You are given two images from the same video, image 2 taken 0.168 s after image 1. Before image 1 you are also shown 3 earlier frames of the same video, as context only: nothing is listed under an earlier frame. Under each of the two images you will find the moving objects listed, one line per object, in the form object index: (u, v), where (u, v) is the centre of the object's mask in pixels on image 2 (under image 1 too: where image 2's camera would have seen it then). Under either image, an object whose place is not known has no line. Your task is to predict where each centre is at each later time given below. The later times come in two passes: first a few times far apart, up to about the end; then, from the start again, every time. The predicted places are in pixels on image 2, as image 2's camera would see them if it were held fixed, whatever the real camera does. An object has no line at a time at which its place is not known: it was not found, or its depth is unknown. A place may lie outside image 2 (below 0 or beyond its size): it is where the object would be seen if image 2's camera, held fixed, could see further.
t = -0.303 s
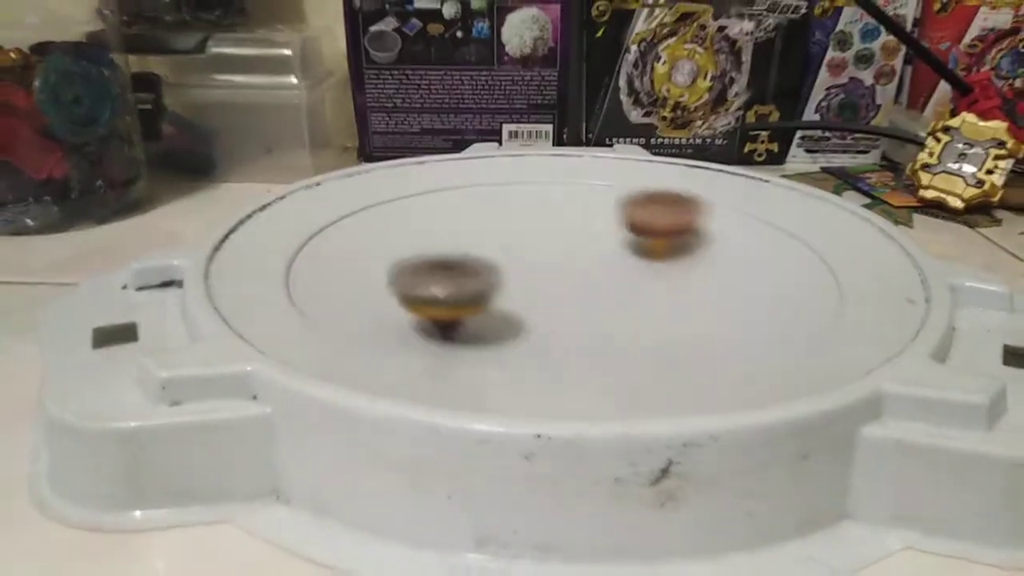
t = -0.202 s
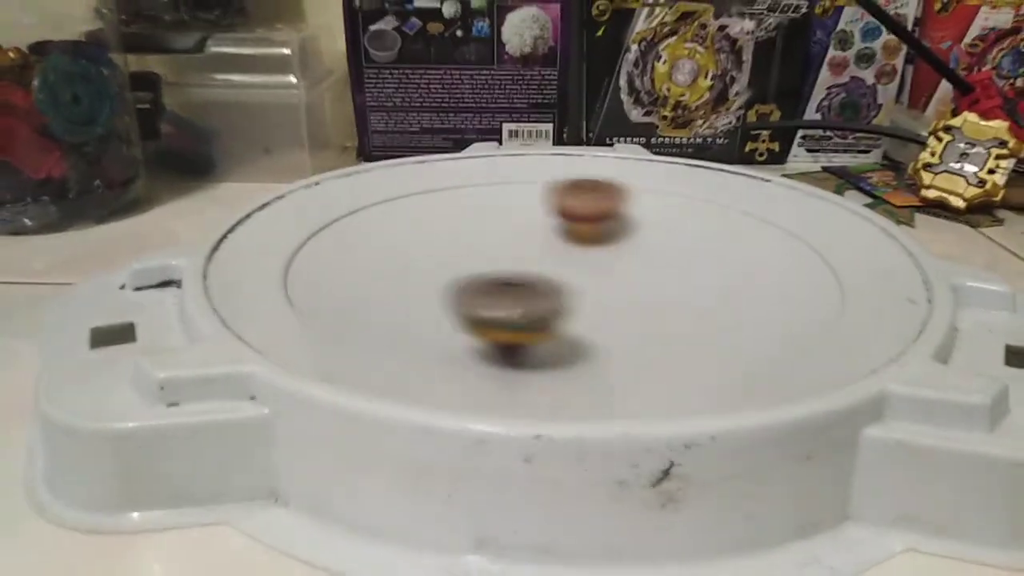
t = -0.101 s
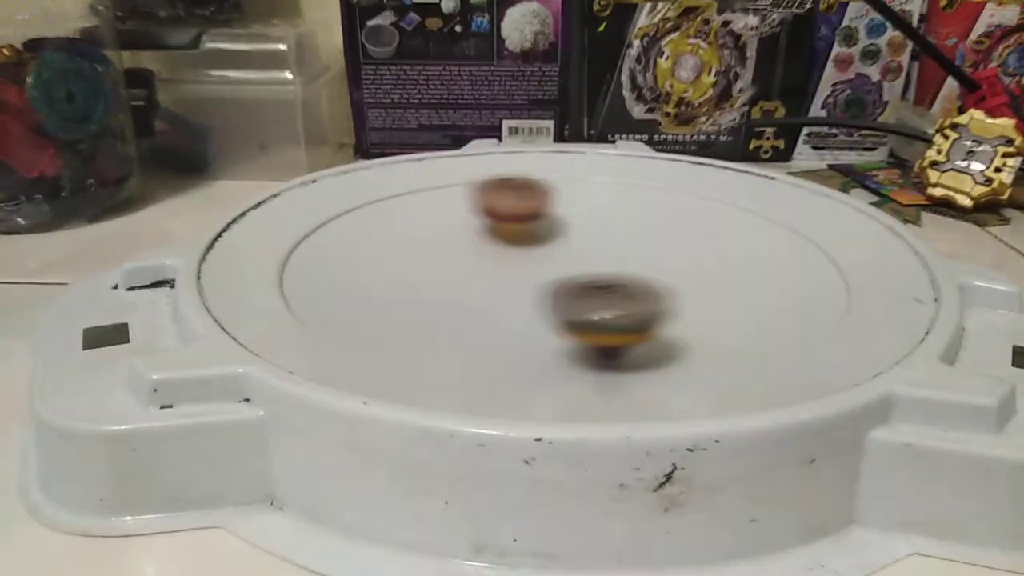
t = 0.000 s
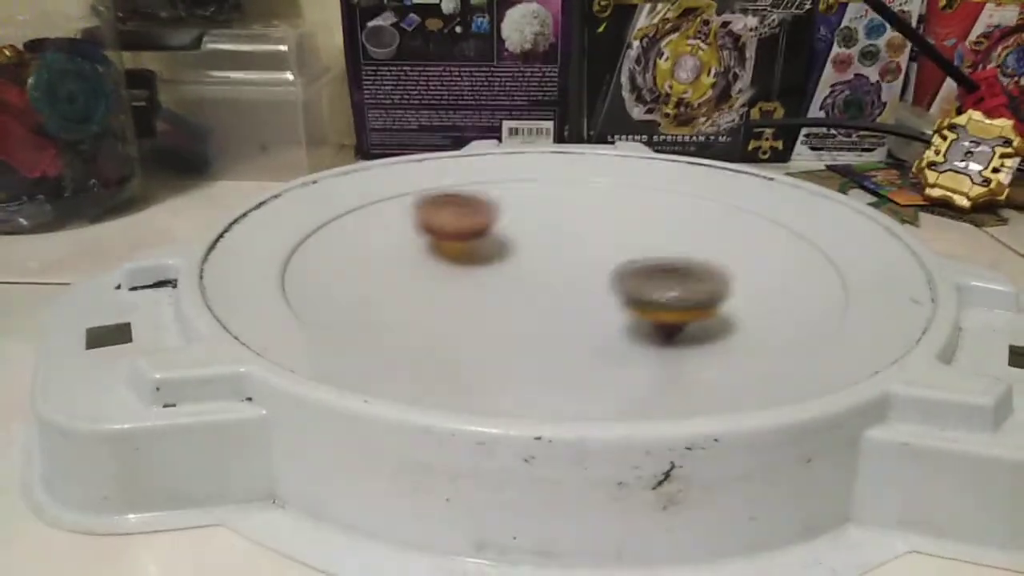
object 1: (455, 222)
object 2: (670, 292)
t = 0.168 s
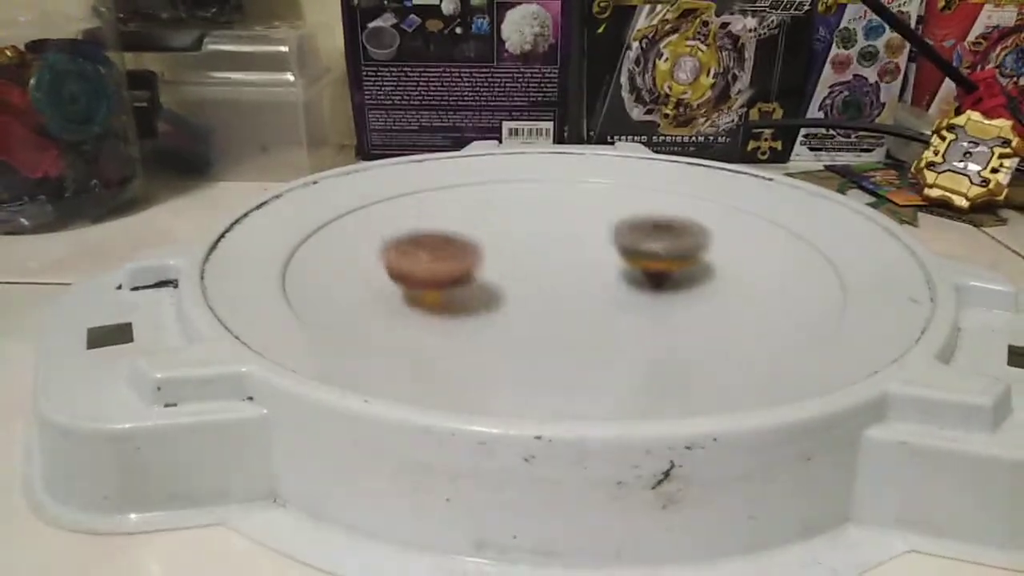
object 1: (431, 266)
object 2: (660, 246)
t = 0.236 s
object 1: (459, 284)
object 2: (628, 230)
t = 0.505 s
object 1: (661, 287)
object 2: (462, 206)
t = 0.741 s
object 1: (653, 228)
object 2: (411, 257)
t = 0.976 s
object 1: (512, 215)
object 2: (599, 289)
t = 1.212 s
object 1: (450, 263)
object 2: (697, 231)
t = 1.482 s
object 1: (613, 297)
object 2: (574, 198)
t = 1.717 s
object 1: (674, 250)
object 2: (470, 243)
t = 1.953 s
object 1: (568, 219)
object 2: (535, 299)
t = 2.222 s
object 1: (458, 249)
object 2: (703, 272)
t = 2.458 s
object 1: (521, 290)
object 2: (613, 229)
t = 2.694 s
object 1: (638, 280)
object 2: (467, 218)
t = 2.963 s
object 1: (614, 233)
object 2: (417, 266)
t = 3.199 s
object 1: (514, 227)
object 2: (590, 288)
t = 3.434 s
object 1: (471, 259)
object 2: (667, 235)
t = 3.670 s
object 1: (560, 288)
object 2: (583, 199)
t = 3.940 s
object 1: (638, 258)
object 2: (474, 237)
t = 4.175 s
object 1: (588, 230)
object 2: (534, 291)
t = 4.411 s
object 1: (511, 236)
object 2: (683, 282)
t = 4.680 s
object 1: (501, 273)
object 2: (617, 234)
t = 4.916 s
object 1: (583, 287)
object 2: (484, 228)
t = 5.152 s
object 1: (633, 266)
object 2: (425, 261)
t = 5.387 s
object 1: (599, 231)
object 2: (564, 286)
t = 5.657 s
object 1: (513, 235)
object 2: (640, 237)
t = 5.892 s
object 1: (486, 261)
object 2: (563, 206)
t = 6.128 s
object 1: (538, 282)
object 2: (483, 238)
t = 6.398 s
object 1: (672, 289)
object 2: (522, 272)
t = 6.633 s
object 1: (809, 260)
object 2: (508, 246)
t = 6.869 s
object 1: (765, 250)
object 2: (442, 209)
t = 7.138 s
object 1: (603, 263)
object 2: (458, 220)
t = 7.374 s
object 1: (559, 275)
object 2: (493, 215)
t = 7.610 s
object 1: (514, 265)
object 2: (560, 218)
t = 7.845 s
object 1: (502, 254)
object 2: (621, 230)
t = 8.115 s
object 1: (530, 246)
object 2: (637, 254)
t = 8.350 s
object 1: (560, 234)
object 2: (622, 278)
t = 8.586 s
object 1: (555, 216)
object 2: (612, 301)
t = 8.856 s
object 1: (545, 229)
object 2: (546, 284)
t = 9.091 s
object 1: (572, 243)
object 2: (466, 278)
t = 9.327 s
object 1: (594, 252)
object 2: (462, 260)
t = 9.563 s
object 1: (596, 266)
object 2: (504, 237)
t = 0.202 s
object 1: (443, 276)
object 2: (645, 237)
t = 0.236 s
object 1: (459, 284)
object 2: (628, 230)
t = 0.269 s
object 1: (482, 292)
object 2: (609, 224)
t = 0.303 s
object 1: (507, 298)
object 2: (588, 219)
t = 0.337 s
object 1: (534, 302)
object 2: (567, 213)
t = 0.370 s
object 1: (565, 304)
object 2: (546, 209)
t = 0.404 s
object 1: (593, 303)
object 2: (524, 207)
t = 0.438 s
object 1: (620, 300)
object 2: (503, 205)
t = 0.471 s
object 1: (644, 294)
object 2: (482, 205)
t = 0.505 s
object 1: (661, 287)
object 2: (462, 206)
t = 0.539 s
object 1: (676, 279)
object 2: (445, 209)
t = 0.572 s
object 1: (686, 271)
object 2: (428, 213)
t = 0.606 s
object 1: (687, 260)
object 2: (414, 219)
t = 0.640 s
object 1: (686, 252)
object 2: (406, 227)
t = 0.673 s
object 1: (678, 242)
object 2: (401, 236)
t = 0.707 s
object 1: (668, 235)
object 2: (403, 245)
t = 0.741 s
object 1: (653, 228)
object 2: (411, 257)
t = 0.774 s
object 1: (633, 221)
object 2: (427, 267)
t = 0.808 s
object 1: (615, 218)
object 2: (447, 275)
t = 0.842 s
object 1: (596, 215)
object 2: (476, 283)
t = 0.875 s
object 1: (575, 213)
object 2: (504, 287)
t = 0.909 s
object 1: (555, 213)
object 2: (536, 292)
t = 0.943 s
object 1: (533, 212)
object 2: (570, 292)
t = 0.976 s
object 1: (512, 215)
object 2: (599, 289)
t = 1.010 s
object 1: (495, 219)
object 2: (627, 285)
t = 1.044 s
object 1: (479, 223)
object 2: (650, 276)
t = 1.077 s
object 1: (466, 230)
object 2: (668, 269)
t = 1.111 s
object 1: (456, 237)
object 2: (683, 260)
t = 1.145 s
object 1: (450, 245)
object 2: (692, 250)
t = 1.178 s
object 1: (447, 254)
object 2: (697, 241)
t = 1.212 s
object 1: (450, 263)
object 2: (697, 231)
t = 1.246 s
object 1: (458, 271)
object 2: (692, 222)
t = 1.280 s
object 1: (471, 279)
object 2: (683, 214)
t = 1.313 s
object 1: (489, 287)
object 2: (670, 207)
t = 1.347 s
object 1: (509, 293)
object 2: (653, 201)
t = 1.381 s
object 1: (534, 297)
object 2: (636, 198)
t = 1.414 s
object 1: (560, 299)
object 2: (616, 196)
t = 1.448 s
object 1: (587, 300)
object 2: (594, 196)
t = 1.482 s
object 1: (613, 297)
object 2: (574, 198)
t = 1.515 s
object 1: (634, 293)
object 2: (552, 199)
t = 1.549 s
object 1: (653, 288)
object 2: (534, 204)
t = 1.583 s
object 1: (667, 281)
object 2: (515, 210)
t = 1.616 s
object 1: (675, 273)
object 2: (498, 216)
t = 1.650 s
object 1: (679, 264)
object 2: (487, 225)
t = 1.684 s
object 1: (678, 256)
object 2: (478, 233)
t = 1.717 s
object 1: (674, 250)
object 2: (470, 243)
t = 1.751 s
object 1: (665, 242)
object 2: (467, 252)
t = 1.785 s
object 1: (654, 235)
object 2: (468, 261)
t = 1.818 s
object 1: (640, 229)
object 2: (472, 269)
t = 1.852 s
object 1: (623, 225)
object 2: (481, 278)
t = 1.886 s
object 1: (604, 220)
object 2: (494, 285)
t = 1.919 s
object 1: (588, 220)
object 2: (512, 292)
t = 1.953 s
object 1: (568, 219)
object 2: (535, 299)
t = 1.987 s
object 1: (548, 219)
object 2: (559, 304)
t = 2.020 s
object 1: (528, 218)
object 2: (587, 305)
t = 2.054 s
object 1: (510, 221)
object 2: (616, 303)
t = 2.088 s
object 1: (495, 225)
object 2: (642, 300)
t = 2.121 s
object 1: (481, 230)
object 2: (667, 295)
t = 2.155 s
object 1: (471, 236)
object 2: (685, 289)
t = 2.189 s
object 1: (463, 242)
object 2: (697, 281)
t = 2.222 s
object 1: (458, 249)
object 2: (703, 272)
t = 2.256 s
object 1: (457, 257)
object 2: (703, 264)
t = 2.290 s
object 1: (459, 264)
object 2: (697, 256)
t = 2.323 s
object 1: (466, 270)
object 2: (686, 249)
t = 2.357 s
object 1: (476, 277)
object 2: (671, 242)
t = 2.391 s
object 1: (489, 282)
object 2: (653, 236)
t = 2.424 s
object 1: (503, 287)
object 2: (632, 232)
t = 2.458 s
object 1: (521, 290)
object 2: (613, 229)
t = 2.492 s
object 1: (539, 292)
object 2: (592, 223)
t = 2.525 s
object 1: (558, 292)
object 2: (569, 219)
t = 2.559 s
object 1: (577, 293)
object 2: (547, 218)
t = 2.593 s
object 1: (595, 292)
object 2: (526, 218)
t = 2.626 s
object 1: (611, 289)
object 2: (505, 216)
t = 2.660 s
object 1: (627, 286)
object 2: (486, 217)
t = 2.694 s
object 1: (638, 280)
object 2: (467, 218)
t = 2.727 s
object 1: (647, 275)
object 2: (449, 220)
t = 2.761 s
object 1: (653, 269)
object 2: (433, 224)
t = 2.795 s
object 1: (655, 262)
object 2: (420, 228)
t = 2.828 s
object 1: (653, 255)
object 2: (411, 234)
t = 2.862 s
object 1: (647, 248)
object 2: (404, 241)
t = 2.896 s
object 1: (638, 242)
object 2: (402, 248)
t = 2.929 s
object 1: (627, 237)
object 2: (406, 257)
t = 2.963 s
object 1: (614, 233)
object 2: (417, 266)
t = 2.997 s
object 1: (600, 230)
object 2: (433, 275)
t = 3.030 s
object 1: (585, 227)
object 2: (455, 282)
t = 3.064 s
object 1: (569, 225)
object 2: (481, 287)
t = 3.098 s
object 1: (555, 224)
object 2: (508, 291)
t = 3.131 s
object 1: (540, 222)
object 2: (538, 292)
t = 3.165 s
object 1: (525, 223)
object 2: (565, 290)
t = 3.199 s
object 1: (514, 227)
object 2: (590, 288)
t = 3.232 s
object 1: (502, 229)
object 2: (614, 283)
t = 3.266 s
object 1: (493, 233)
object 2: (632, 276)
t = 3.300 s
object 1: (484, 237)
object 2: (647, 268)
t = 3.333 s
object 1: (477, 242)
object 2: (659, 260)
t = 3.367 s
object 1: (472, 247)
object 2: (665, 252)
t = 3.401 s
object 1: (470, 253)
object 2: (668, 243)
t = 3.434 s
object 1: (471, 259)
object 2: (667, 235)
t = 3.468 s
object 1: (475, 265)
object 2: (663, 227)
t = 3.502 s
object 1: (483, 271)
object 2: (655, 219)
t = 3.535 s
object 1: (494, 276)
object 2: (644, 213)
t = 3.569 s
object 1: (508, 280)
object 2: (631, 208)
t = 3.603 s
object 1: (526, 284)
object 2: (617, 203)
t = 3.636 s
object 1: (543, 287)
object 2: (600, 201)
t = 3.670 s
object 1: (560, 288)
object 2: (583, 199)
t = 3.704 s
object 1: (576, 287)
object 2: (563, 199)
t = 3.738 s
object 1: (591, 286)
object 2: (544, 201)
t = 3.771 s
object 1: (605, 283)
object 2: (526, 204)
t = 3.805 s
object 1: (616, 279)
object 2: (509, 208)
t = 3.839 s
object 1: (625, 274)
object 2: (496, 214)
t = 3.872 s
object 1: (632, 269)
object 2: (486, 222)
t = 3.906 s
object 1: (636, 263)
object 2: (478, 229)
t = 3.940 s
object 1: (638, 258)
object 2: (474, 237)
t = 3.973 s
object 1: (637, 252)
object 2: (472, 246)
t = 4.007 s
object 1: (633, 247)
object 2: (473, 255)
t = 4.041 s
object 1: (626, 243)
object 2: (478, 263)
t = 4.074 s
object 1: (618, 239)
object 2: (487, 272)
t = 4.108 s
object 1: (610, 236)
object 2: (500, 280)
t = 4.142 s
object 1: (599, 233)
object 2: (516, 286)
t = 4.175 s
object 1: (588, 230)
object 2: (534, 291)
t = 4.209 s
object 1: (576, 226)
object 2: (556, 295)
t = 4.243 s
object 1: (563, 227)
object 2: (580, 297)
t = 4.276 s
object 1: (551, 229)
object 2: (603, 297)
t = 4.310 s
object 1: (540, 230)
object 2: (629, 295)
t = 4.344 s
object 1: (529, 231)
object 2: (650, 293)
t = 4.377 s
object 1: (519, 233)
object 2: (669, 288)
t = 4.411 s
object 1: (511, 236)
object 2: (683, 282)
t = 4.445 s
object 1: (503, 240)
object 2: (692, 274)
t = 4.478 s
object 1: (497, 244)
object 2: (693, 267)
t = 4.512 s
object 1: (492, 248)
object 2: (689, 260)
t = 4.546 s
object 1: (489, 253)
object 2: (682, 253)
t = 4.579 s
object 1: (488, 258)
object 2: (669, 247)
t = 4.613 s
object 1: (489, 263)
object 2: (653, 242)
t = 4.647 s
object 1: (494, 268)
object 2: (636, 238)
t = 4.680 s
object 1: (501, 273)
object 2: (617, 234)
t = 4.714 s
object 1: (511, 277)
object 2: (597, 232)
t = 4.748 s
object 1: (521, 281)
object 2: (580, 228)
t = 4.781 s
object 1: (533, 283)
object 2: (560, 223)
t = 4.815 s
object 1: (545, 284)
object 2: (539, 222)
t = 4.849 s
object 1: (558, 286)
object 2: (519, 225)
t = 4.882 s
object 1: (572, 287)
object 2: (501, 228)
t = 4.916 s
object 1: (583, 287)
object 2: (484, 228)
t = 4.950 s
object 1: (593, 286)
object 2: (468, 231)
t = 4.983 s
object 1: (604, 284)
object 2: (453, 233)
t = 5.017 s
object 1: (613, 281)
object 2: (441, 236)
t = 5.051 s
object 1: (620, 278)
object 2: (431, 241)
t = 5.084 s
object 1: (625, 274)
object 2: (424, 247)
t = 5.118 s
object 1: (630, 270)
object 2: (422, 254)
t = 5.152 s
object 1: (633, 266)
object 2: (425, 261)
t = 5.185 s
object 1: (633, 261)
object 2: (435, 268)
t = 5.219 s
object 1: (631, 257)
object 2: (449, 275)
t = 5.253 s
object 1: (627, 252)
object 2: (470, 281)
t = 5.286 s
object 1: (621, 248)
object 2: (491, 285)
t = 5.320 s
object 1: (614, 244)
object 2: (515, 287)
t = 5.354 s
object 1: (606, 240)
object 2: (541, 288)
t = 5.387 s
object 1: (599, 231)
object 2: (564, 286)
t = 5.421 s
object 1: (586, 227)
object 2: (586, 282)
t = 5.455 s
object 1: (572, 227)
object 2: (605, 278)
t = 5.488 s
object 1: (561, 230)
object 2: (617, 273)
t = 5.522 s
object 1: (552, 234)
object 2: (628, 266)
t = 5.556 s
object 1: (542, 233)
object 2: (636, 258)
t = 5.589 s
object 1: (532, 232)
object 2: (641, 251)
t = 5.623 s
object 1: (521, 234)
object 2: (642, 244)
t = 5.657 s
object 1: (513, 235)
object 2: (640, 237)
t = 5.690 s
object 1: (505, 238)
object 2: (636, 230)
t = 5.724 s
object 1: (497, 240)
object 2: (628, 223)
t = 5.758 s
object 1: (493, 243)
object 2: (619, 216)
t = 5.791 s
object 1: (488, 246)
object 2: (607, 212)
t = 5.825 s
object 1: (485, 252)
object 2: (594, 209)
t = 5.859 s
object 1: (484, 255)
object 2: (579, 207)
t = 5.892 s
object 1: (486, 261)
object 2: (563, 206)
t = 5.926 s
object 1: (487, 264)
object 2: (546, 207)
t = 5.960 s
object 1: (494, 269)
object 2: (532, 207)
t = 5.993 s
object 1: (499, 271)
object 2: (517, 209)
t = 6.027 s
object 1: (507, 274)
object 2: (505, 214)
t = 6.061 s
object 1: (517, 279)
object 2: (495, 219)
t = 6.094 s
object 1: (528, 280)
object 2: (487, 228)
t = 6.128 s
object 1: (538, 282)
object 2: (483, 238)
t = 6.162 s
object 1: (554, 286)
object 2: (482, 245)
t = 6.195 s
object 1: (576, 292)
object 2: (479, 246)
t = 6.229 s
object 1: (596, 294)
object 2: (479, 249)
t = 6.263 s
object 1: (614, 296)
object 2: (481, 255)
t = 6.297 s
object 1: (631, 298)
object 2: (486, 260)
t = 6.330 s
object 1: (645, 295)
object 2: (494, 265)
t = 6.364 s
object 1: (659, 293)
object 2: (507, 269)
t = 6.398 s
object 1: (672, 289)
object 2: (522, 272)
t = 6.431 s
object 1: (682, 286)
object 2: (541, 274)
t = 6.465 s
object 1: (688, 282)
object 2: (560, 275)
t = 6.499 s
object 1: (695, 279)
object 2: (575, 275)
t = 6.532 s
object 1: (742, 276)
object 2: (556, 268)
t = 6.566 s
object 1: (773, 272)
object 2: (537, 260)
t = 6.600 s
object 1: (794, 266)
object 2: (521, 252)
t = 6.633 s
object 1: (809, 260)
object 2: (508, 246)
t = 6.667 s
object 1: (821, 255)
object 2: (497, 241)
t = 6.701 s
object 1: (831, 251)
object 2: (486, 234)
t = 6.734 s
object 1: (826, 248)
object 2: (475, 229)
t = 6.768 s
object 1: (811, 247)
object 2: (466, 225)
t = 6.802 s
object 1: (795, 248)
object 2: (457, 219)
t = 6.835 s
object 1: (780, 249)
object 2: (449, 213)
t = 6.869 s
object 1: (765, 250)
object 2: (442, 209)
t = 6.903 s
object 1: (747, 252)
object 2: (437, 206)
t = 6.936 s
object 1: (730, 254)
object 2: (432, 203)
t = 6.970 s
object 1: (709, 255)
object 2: (430, 202)
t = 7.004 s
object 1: (689, 258)
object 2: (430, 202)
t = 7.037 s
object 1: (668, 259)
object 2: (433, 204)
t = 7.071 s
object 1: (646, 261)
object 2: (438, 209)
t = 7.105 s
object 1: (625, 263)
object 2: (447, 214)
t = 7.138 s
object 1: (603, 263)
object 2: (458, 220)
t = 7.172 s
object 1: (581, 262)
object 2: (472, 225)
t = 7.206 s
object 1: (568, 263)
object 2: (481, 226)
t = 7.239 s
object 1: (572, 269)
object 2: (480, 222)
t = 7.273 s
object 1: (575, 273)
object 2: (480, 218)
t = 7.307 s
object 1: (573, 274)
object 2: (482, 216)
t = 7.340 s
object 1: (566, 275)
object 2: (487, 215)
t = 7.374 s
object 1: (559, 275)
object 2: (493, 215)
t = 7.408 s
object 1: (551, 273)
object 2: (498, 215)
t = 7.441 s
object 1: (543, 272)
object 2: (505, 213)
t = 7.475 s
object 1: (537, 271)
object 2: (515, 213)
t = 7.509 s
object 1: (533, 269)
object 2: (526, 213)
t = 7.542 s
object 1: (524, 268)
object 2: (537, 214)
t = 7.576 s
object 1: (519, 266)
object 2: (549, 216)
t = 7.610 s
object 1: (514, 265)
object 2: (560, 218)
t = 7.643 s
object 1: (510, 263)
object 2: (571, 221)
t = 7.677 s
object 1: (507, 262)
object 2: (581, 223)
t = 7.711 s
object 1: (504, 260)
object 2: (591, 224)
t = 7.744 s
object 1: (503, 259)
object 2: (600, 225)
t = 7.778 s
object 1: (502, 258)
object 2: (607, 226)
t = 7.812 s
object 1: (502, 256)
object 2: (614, 228)
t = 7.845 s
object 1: (502, 254)
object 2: (621, 230)
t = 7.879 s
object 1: (504, 254)
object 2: (626, 232)
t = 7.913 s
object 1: (506, 251)
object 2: (630, 235)
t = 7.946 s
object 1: (508, 250)
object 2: (633, 238)
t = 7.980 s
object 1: (512, 250)
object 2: (636, 241)
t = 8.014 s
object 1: (516, 250)
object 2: (638, 244)
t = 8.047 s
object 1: (520, 248)
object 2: (639, 247)
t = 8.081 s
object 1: (524, 247)
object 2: (638, 251)
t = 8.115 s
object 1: (530, 246)
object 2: (637, 254)
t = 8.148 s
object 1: (535, 245)
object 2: (637, 257)
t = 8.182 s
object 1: (540, 244)
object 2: (636, 261)
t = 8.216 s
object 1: (546, 243)
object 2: (635, 263)
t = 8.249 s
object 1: (551, 244)
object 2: (630, 266)
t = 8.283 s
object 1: (555, 242)
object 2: (626, 269)
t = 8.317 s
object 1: (559, 239)
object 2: (622, 272)
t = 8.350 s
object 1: (560, 234)
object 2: (622, 278)
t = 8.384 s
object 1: (560, 231)
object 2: (623, 284)
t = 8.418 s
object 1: (561, 228)
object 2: (624, 288)
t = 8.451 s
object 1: (560, 223)
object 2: (624, 292)
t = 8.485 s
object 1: (559, 221)
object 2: (622, 295)
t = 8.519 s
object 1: (558, 219)
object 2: (620, 298)
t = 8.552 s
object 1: (556, 216)
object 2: (617, 300)
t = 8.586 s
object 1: (555, 216)
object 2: (612, 301)
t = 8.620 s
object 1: (553, 215)
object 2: (606, 301)
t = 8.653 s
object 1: (551, 217)
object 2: (600, 301)
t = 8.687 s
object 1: (549, 218)
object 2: (593, 300)
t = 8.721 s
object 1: (547, 222)
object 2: (584, 298)
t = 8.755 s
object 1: (547, 224)
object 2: (576, 295)
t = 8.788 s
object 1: (545, 225)
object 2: (566, 291)
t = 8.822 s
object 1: (545, 227)
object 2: (555, 287)
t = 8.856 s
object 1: (545, 229)
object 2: (546, 284)
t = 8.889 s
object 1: (545, 230)
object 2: (537, 279)
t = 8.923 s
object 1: (548, 233)
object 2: (524, 281)
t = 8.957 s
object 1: (554, 233)
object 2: (511, 280)
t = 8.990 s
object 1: (560, 237)
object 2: (497, 280)
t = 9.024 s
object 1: (562, 239)
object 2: (486, 280)
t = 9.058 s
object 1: (567, 242)
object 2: (476, 279)
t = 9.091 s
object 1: (572, 243)
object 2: (466, 278)
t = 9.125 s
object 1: (575, 244)
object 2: (459, 276)
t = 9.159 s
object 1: (580, 245)
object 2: (455, 274)
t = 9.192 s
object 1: (584, 247)
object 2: (452, 271)
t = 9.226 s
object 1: (587, 248)
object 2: (452, 269)
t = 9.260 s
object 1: (590, 250)
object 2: (454, 266)
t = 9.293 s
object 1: (593, 251)
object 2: (457, 263)
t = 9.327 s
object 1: (594, 252)
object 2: (462, 260)
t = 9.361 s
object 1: (598, 256)
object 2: (465, 256)
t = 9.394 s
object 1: (597, 256)
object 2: (470, 252)
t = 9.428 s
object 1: (599, 259)
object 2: (476, 249)
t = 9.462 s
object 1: (598, 260)
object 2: (481, 246)
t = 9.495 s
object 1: (599, 263)
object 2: (489, 243)
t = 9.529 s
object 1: (596, 265)
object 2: (495, 239)
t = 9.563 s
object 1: (596, 266)
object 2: (504, 237)
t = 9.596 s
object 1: (595, 269)
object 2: (510, 234)
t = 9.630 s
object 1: (597, 272)
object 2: (515, 231)
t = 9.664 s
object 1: (597, 275)
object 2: (520, 227)
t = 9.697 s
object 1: (596, 276)
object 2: (525, 225)
